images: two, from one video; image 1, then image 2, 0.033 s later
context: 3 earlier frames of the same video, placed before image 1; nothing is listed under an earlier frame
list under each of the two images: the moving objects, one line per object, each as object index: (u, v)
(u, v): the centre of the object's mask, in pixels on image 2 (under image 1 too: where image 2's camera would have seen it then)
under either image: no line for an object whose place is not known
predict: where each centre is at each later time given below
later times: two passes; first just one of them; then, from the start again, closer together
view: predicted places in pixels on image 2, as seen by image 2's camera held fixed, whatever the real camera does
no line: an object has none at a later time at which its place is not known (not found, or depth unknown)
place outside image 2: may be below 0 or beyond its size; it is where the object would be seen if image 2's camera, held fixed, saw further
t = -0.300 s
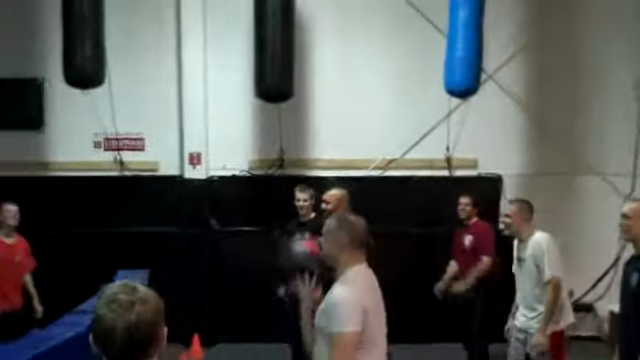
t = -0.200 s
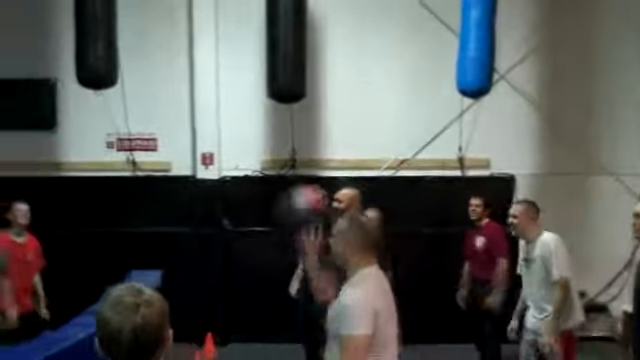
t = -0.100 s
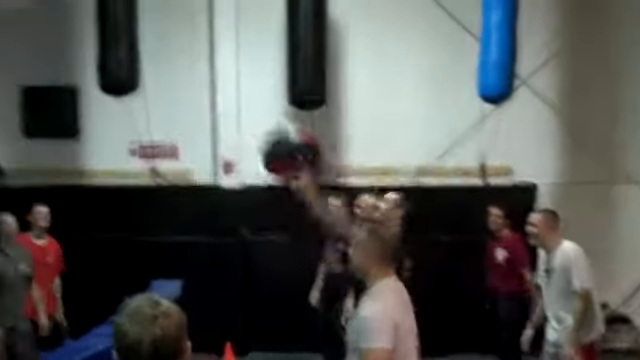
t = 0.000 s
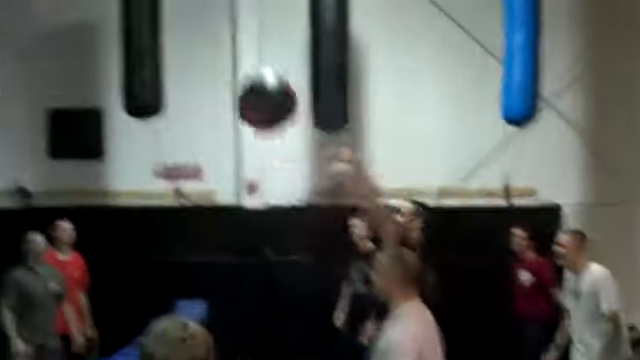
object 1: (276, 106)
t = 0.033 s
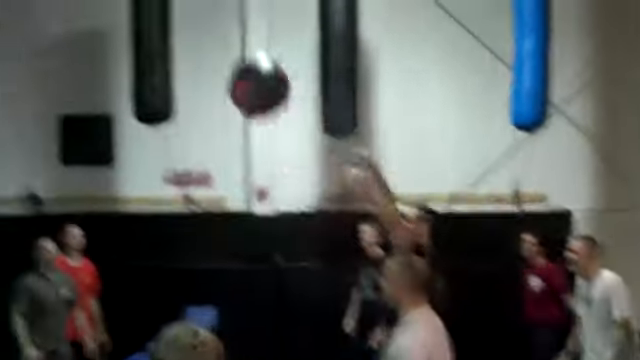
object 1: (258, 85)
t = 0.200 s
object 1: (171, 1)
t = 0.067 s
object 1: (241, 66)
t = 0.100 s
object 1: (224, 47)
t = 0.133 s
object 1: (207, 30)
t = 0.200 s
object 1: (171, 1)
